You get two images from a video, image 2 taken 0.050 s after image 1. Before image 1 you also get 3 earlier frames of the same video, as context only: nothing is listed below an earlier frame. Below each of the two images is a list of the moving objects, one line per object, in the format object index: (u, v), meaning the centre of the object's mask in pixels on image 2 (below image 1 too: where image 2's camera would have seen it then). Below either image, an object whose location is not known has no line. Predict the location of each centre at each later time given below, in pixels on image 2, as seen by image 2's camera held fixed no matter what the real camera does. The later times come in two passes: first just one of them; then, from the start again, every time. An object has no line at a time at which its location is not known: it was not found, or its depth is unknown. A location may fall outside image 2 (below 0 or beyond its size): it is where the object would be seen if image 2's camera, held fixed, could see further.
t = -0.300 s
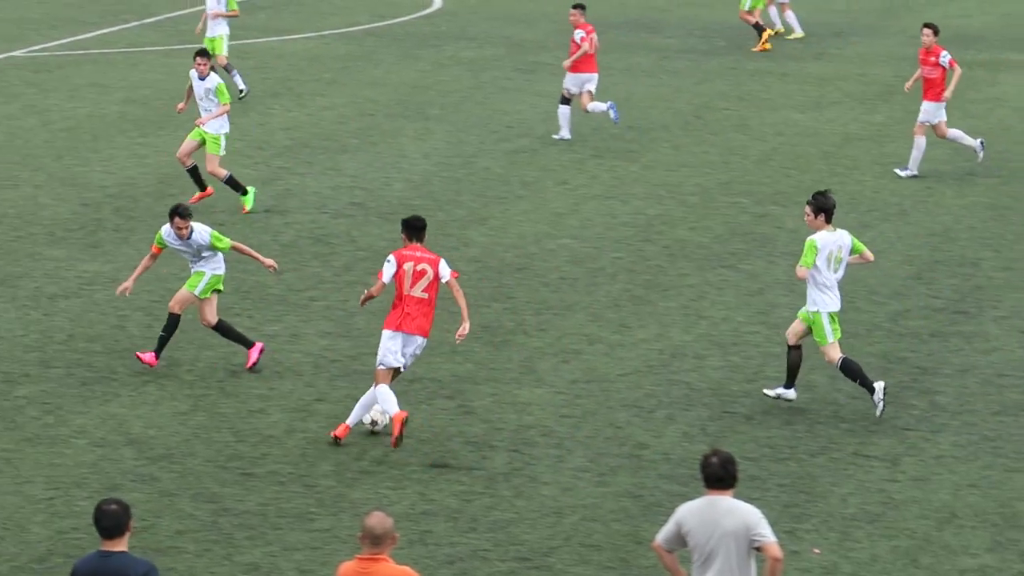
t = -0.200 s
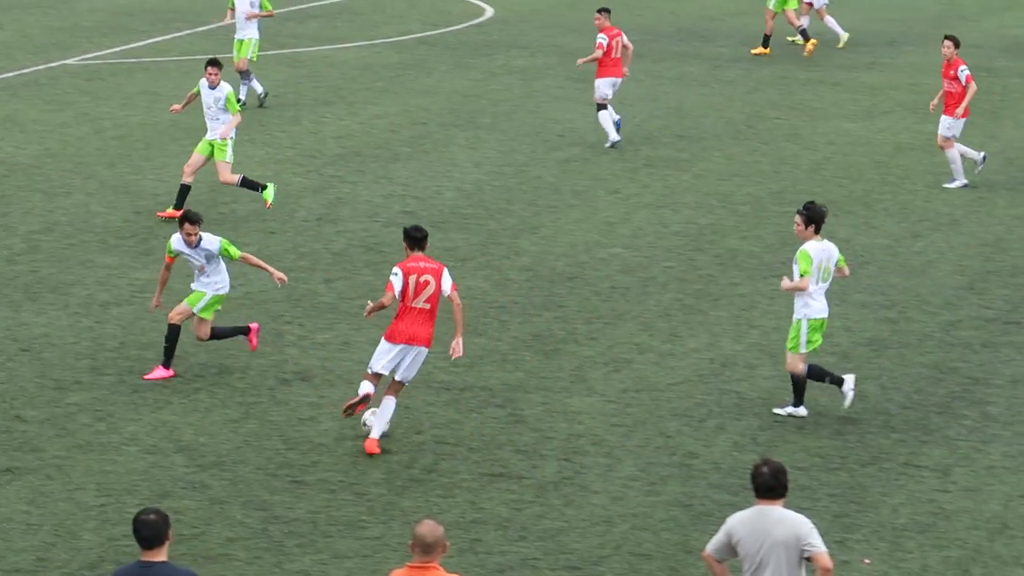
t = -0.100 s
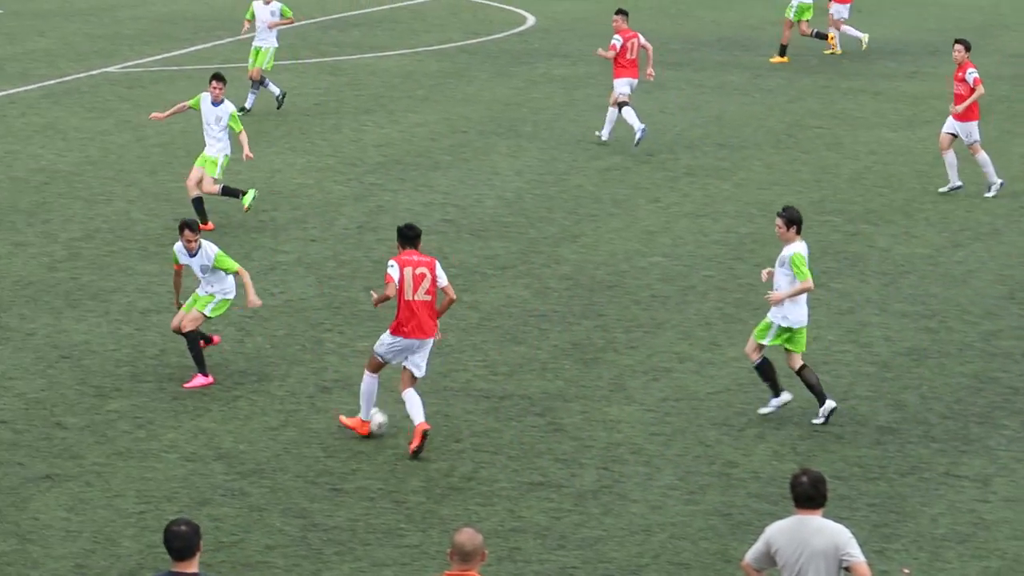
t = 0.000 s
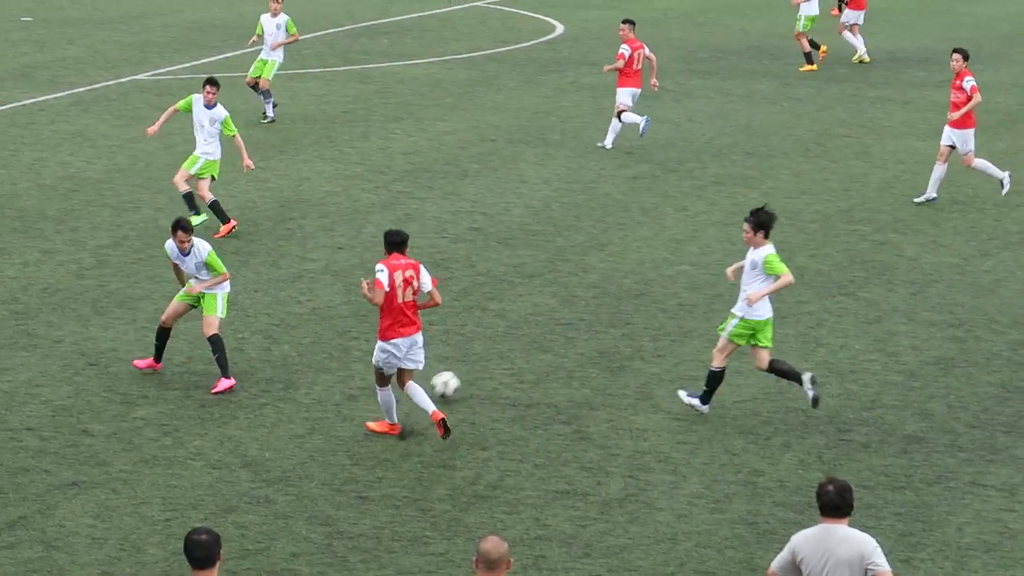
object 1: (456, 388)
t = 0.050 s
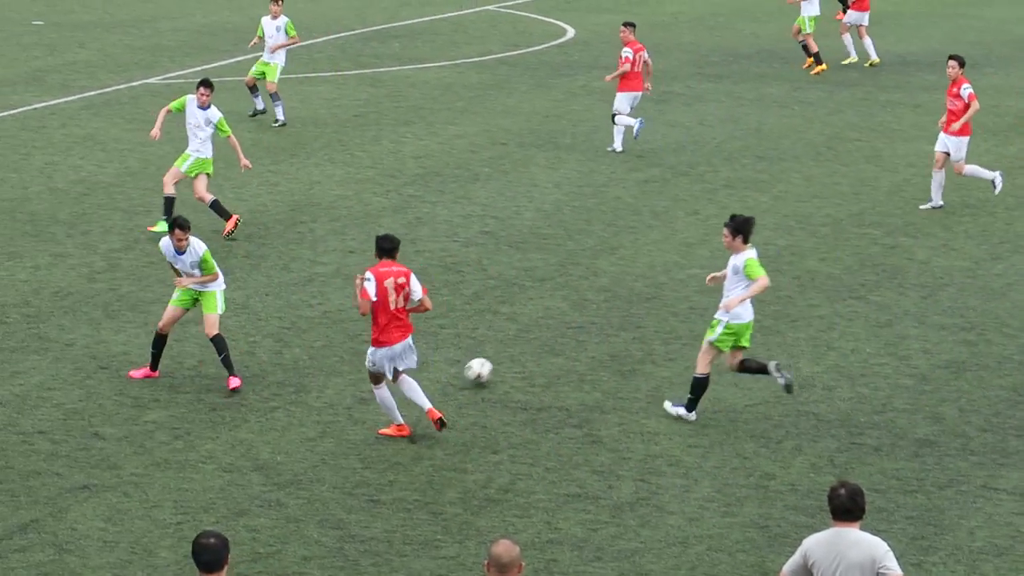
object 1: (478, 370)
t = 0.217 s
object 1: (545, 325)
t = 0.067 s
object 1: (486, 366)
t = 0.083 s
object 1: (493, 362)
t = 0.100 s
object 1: (500, 357)
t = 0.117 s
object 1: (507, 351)
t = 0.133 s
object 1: (513, 347)
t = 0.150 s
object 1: (520, 341)
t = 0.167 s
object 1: (526, 337)
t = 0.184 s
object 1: (532, 333)
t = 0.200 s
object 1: (538, 329)
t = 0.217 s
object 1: (545, 325)
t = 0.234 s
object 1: (550, 320)
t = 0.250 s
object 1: (556, 315)
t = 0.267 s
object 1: (561, 311)
